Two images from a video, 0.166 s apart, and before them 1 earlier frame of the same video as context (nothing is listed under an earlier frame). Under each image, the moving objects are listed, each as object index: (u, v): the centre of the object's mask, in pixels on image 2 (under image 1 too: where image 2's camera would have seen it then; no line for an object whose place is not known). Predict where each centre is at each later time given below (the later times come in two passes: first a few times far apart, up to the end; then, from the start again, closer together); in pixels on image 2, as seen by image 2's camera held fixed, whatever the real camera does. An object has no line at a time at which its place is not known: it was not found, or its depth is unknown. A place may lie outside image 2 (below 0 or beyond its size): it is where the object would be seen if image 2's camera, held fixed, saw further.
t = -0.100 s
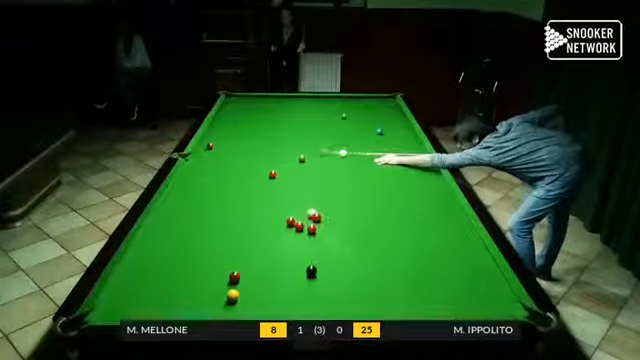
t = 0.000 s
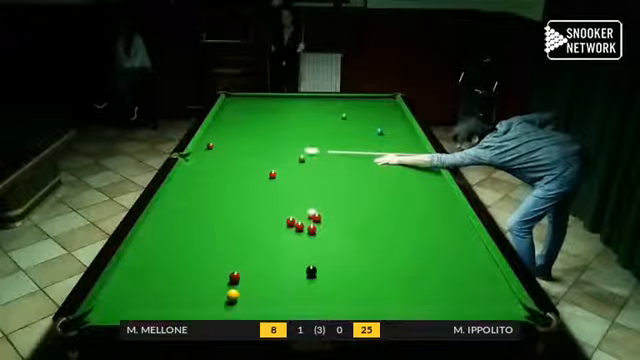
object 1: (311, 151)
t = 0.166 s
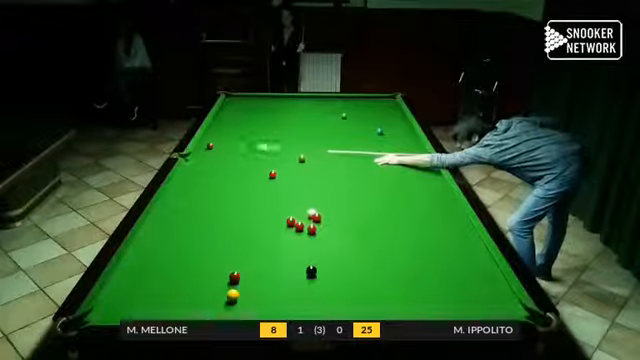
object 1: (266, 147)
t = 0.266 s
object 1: (241, 146)
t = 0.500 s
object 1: (210, 139)
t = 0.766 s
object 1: (218, 130)
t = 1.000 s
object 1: (233, 124)
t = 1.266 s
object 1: (248, 117)
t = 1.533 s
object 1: (262, 111)
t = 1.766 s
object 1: (273, 106)
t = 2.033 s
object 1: (284, 102)
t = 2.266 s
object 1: (292, 98)
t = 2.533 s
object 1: (299, 97)
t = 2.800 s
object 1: (307, 100)
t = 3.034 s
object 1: (312, 102)
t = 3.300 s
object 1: (316, 104)
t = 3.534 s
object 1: (323, 107)
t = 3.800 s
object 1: (327, 109)
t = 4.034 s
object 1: (332, 111)
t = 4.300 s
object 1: (336, 113)
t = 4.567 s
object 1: (340, 114)
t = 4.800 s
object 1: (340, 114)
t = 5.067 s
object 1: (340, 114)
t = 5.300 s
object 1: (340, 114)
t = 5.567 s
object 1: (340, 115)
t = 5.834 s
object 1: (340, 115)
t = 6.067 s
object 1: (340, 115)
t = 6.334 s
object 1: (340, 115)
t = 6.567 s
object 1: (340, 115)
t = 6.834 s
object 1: (340, 115)
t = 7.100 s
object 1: (340, 115)
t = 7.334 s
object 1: (340, 115)
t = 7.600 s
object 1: (340, 115)
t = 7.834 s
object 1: (340, 115)
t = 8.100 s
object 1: (340, 115)
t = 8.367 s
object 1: (340, 115)
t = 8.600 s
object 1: (340, 115)
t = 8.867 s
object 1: (340, 115)
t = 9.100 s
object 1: (340, 115)
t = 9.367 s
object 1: (340, 115)
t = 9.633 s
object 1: (340, 115)
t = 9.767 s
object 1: (340, 115)
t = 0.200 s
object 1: (257, 147)
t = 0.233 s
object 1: (248, 146)
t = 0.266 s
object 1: (241, 146)
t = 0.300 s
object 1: (233, 145)
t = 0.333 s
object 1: (226, 145)
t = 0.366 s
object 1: (218, 144)
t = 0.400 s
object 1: (217, 143)
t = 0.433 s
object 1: (213, 140)
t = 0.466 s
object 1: (212, 140)
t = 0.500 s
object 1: (210, 139)
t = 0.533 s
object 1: (209, 138)
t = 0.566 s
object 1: (207, 137)
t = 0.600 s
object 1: (205, 136)
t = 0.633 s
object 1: (207, 135)
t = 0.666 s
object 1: (209, 134)
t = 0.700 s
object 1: (211, 134)
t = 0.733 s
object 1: (216, 131)
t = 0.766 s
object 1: (218, 130)
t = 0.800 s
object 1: (220, 129)
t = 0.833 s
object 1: (222, 129)
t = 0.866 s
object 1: (224, 127)
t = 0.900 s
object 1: (226, 126)
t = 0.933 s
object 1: (228, 126)
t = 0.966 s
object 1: (231, 125)
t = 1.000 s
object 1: (233, 124)
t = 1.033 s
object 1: (235, 123)
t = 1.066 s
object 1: (237, 122)
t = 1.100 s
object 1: (239, 121)
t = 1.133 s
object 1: (241, 120)
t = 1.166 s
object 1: (243, 120)
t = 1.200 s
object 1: (244, 119)
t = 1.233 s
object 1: (246, 118)
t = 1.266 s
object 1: (248, 117)
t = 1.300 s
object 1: (250, 116)
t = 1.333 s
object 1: (252, 116)
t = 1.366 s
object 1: (254, 115)
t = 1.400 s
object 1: (255, 114)
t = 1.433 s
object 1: (257, 113)
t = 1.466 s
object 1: (258, 113)
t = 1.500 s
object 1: (261, 112)
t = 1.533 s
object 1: (262, 111)
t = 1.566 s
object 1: (264, 110)
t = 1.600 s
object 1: (266, 110)
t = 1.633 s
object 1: (267, 109)
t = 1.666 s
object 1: (268, 109)
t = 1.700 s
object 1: (270, 108)
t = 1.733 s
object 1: (271, 108)
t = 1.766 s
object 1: (273, 106)
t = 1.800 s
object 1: (273, 106)
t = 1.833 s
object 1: (276, 105)
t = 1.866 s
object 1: (277, 104)
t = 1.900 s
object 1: (277, 104)
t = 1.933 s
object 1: (280, 103)
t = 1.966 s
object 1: (282, 103)
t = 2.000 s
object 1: (282, 103)
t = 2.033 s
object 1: (284, 102)
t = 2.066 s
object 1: (285, 102)
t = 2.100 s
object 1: (286, 101)
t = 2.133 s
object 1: (288, 100)
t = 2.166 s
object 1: (288, 100)
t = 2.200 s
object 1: (290, 99)
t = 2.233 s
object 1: (290, 99)
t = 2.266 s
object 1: (292, 98)
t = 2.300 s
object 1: (293, 98)
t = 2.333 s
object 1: (294, 97)
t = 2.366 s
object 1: (294, 97)
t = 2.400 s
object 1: (297, 96)
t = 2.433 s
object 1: (298, 96)
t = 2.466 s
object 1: (299, 97)
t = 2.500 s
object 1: (299, 97)
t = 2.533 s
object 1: (299, 97)
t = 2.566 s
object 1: (301, 97)
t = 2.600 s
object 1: (302, 98)
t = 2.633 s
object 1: (302, 98)
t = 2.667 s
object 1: (303, 98)
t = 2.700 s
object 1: (304, 98)
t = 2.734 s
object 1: (304, 98)
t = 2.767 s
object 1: (304, 98)
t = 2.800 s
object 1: (307, 100)
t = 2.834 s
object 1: (308, 100)
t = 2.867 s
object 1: (308, 100)
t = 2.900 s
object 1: (309, 100)
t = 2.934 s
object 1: (310, 101)
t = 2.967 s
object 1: (311, 102)
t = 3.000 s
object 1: (311, 102)
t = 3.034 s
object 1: (312, 102)
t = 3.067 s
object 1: (312, 102)
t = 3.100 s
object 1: (313, 103)
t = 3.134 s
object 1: (314, 103)
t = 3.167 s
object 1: (315, 103)
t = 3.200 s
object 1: (316, 104)
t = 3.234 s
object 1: (316, 104)
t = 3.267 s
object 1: (316, 104)
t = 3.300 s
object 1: (316, 104)
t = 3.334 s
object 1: (316, 103)
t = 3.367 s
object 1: (316, 103)
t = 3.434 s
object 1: (323, 106)
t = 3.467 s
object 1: (323, 107)
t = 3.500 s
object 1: (323, 107)
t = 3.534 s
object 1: (323, 107)
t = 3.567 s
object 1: (323, 107)
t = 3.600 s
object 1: (324, 108)
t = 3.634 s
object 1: (325, 108)
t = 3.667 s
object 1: (325, 108)
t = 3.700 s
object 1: (326, 108)
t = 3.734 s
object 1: (327, 109)
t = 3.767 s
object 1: (327, 109)
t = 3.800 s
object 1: (327, 109)
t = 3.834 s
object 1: (328, 109)
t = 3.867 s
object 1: (329, 109)
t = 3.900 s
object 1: (330, 110)
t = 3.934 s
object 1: (330, 110)
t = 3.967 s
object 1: (331, 110)
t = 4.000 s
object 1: (332, 111)
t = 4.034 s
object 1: (332, 111)
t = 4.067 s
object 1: (332, 111)
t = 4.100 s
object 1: (333, 111)
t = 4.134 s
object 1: (334, 112)
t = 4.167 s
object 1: (335, 112)
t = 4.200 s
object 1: (335, 112)
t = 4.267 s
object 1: (336, 113)
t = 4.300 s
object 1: (336, 113)
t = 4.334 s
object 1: (336, 113)
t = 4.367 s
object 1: (337, 113)
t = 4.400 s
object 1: (338, 113)
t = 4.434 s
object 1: (339, 114)
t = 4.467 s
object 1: (339, 114)
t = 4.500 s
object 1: (339, 114)
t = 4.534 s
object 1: (340, 114)
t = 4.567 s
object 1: (340, 114)
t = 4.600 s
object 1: (340, 114)
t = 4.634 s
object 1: (340, 114)
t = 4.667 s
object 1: (340, 114)
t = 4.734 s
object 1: (340, 114)
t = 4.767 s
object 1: (340, 114)
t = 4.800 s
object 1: (340, 114)
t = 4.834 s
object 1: (340, 114)
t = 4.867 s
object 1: (340, 114)
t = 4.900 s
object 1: (340, 114)
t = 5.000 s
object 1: (340, 114)
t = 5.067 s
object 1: (340, 114)
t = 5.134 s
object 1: (340, 114)
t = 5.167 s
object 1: (340, 114)
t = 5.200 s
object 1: (340, 114)
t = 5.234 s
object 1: (340, 114)
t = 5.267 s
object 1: (340, 114)
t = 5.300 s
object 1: (340, 114)
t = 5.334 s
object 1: (340, 115)
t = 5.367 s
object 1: (340, 115)
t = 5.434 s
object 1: (340, 115)
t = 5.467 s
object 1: (340, 115)
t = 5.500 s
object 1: (340, 115)
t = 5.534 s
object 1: (340, 115)
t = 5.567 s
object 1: (340, 115)
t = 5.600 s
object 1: (340, 115)
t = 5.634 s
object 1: (340, 115)
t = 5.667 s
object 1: (340, 115)
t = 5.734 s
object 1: (340, 115)
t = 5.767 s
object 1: (340, 115)
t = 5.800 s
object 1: (340, 115)
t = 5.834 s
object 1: (340, 115)
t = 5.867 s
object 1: (340, 115)
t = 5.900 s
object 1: (340, 115)
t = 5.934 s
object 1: (340, 115)
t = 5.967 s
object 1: (340, 115)
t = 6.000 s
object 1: (340, 115)
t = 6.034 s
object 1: (340, 115)
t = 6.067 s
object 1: (340, 115)
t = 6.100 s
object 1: (340, 115)
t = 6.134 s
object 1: (340, 115)
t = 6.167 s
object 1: (340, 115)
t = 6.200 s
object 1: (340, 115)
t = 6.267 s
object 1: (340, 115)
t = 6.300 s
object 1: (340, 115)
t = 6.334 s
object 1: (340, 115)
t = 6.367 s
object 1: (340, 115)
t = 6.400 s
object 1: (340, 115)
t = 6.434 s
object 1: (340, 115)
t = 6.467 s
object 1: (340, 115)
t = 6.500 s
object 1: (340, 115)
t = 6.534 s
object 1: (340, 115)
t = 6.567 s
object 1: (340, 115)
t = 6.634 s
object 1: (340, 115)
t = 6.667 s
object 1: (340, 115)
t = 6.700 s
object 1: (340, 115)
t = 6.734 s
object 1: (340, 115)
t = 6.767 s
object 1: (340, 115)
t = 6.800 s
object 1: (340, 115)
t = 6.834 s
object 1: (340, 115)
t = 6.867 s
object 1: (340, 115)
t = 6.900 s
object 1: (340, 115)
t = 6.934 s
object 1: (340, 115)
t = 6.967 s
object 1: (340, 115)
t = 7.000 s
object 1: (340, 115)
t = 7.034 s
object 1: (340, 115)
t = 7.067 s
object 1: (340, 115)
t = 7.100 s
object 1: (340, 115)
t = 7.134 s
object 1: (340, 115)
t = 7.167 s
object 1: (340, 115)
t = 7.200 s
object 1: (340, 115)
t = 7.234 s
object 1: (340, 115)
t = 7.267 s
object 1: (340, 115)
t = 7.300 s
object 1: (340, 115)
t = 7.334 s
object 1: (340, 115)
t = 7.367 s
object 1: (340, 115)
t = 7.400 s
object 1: (340, 115)
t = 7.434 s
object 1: (340, 115)
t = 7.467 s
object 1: (340, 115)
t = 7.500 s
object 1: (340, 115)
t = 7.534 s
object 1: (340, 115)
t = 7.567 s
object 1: (340, 115)
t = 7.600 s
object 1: (340, 115)
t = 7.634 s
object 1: (340, 115)
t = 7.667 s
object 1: (340, 115)
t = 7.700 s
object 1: (340, 115)
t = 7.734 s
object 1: (340, 115)
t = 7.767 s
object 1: (340, 115)
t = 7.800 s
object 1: (340, 115)
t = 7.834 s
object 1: (340, 115)
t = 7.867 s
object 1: (340, 115)
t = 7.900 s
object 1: (340, 115)
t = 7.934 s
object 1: (340, 115)
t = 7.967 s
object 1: (340, 115)
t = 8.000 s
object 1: (340, 115)
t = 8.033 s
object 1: (340, 115)
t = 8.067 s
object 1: (340, 115)
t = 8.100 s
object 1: (340, 115)
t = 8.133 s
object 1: (340, 115)
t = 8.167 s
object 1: (340, 115)
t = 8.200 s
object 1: (340, 115)
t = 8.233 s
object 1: (340, 115)
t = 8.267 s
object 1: (340, 115)
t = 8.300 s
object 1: (340, 115)
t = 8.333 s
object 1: (340, 115)
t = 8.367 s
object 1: (340, 115)
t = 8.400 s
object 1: (340, 115)
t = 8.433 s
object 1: (340, 115)
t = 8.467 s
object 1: (340, 115)
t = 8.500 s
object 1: (340, 115)
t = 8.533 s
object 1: (340, 115)
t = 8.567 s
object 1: (340, 115)
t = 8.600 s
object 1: (340, 115)
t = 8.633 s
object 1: (340, 115)
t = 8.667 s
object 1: (340, 115)
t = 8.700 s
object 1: (340, 115)
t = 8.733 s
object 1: (340, 115)
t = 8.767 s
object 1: (340, 115)
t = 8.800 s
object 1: (340, 115)
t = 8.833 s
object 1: (340, 115)
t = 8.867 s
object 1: (340, 115)
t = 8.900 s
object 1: (340, 115)
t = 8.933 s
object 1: (340, 115)
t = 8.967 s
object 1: (340, 115)
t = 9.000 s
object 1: (340, 115)
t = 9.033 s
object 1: (340, 115)
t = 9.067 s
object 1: (340, 115)
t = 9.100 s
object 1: (340, 115)
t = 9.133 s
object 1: (340, 115)
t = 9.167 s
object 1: (340, 115)
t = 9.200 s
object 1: (340, 115)
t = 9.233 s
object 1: (340, 115)
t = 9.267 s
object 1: (340, 115)
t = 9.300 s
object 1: (340, 115)
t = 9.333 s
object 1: (340, 115)
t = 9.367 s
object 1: (340, 115)
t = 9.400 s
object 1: (340, 115)
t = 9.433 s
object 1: (340, 115)
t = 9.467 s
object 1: (340, 115)
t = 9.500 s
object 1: (340, 115)
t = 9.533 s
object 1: (340, 115)
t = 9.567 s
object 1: (340, 115)
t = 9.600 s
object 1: (340, 115)
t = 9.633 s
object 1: (340, 115)
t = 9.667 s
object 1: (340, 115)
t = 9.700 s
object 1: (340, 115)
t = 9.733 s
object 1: (340, 115)
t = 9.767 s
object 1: (340, 115)
